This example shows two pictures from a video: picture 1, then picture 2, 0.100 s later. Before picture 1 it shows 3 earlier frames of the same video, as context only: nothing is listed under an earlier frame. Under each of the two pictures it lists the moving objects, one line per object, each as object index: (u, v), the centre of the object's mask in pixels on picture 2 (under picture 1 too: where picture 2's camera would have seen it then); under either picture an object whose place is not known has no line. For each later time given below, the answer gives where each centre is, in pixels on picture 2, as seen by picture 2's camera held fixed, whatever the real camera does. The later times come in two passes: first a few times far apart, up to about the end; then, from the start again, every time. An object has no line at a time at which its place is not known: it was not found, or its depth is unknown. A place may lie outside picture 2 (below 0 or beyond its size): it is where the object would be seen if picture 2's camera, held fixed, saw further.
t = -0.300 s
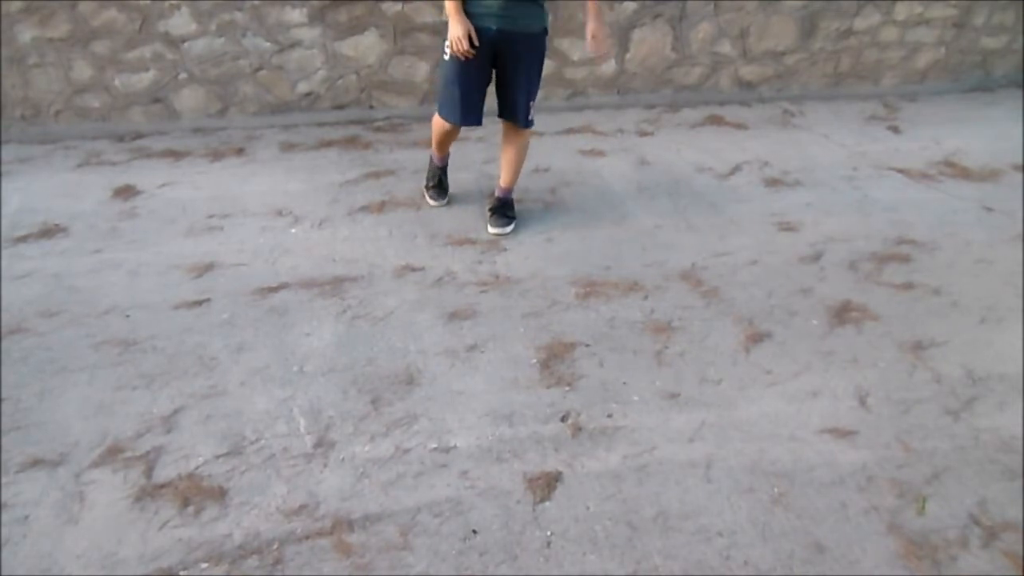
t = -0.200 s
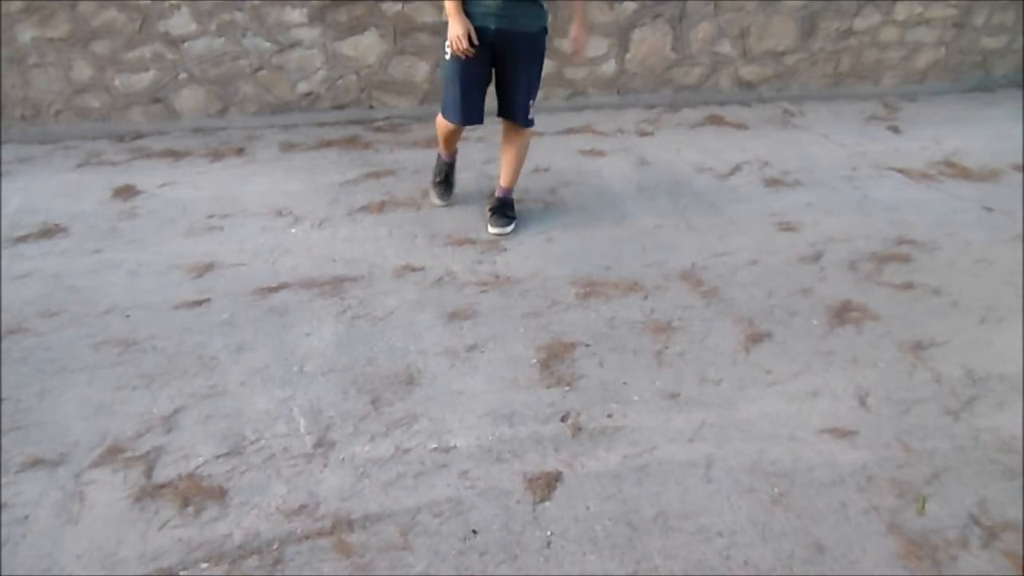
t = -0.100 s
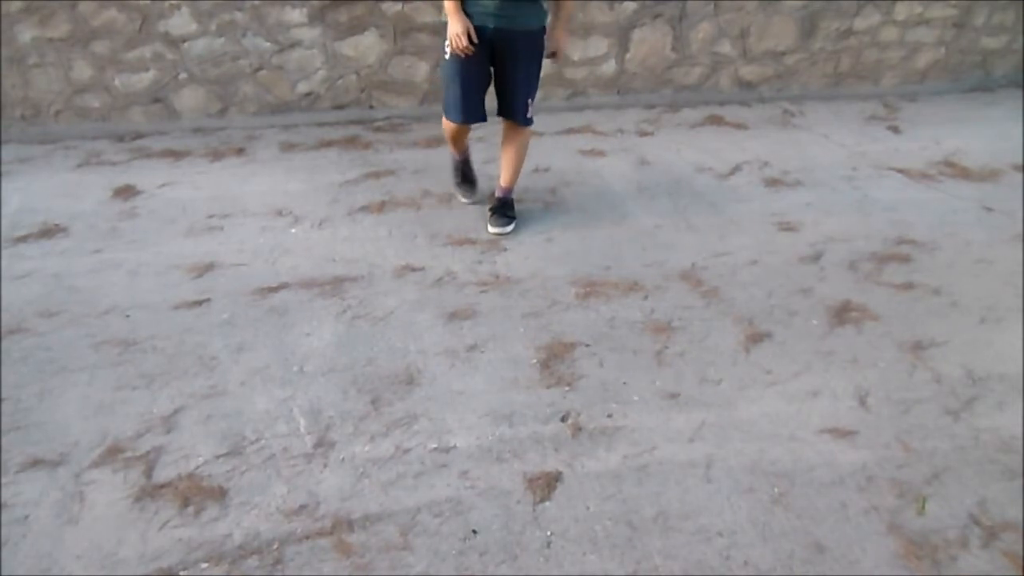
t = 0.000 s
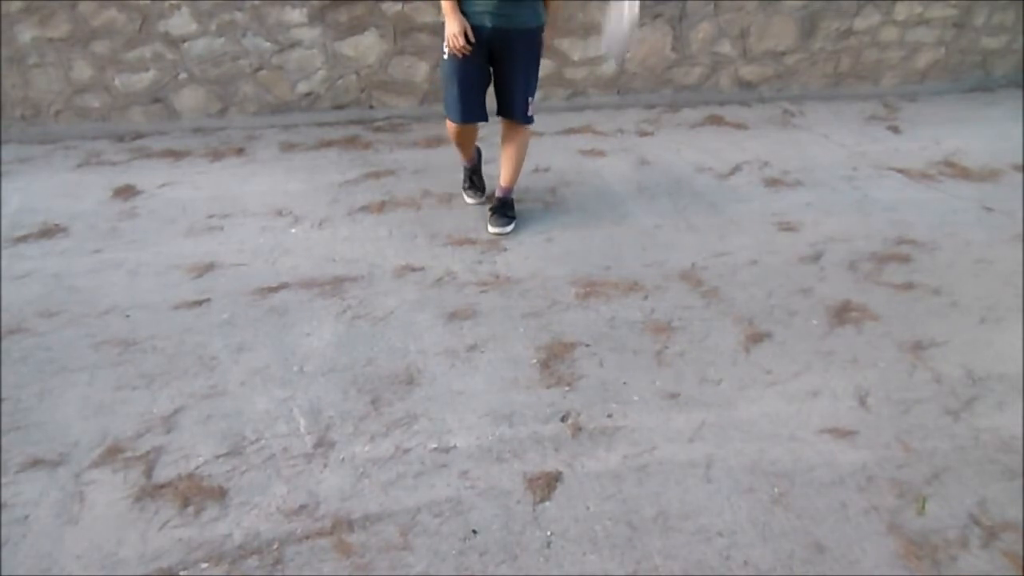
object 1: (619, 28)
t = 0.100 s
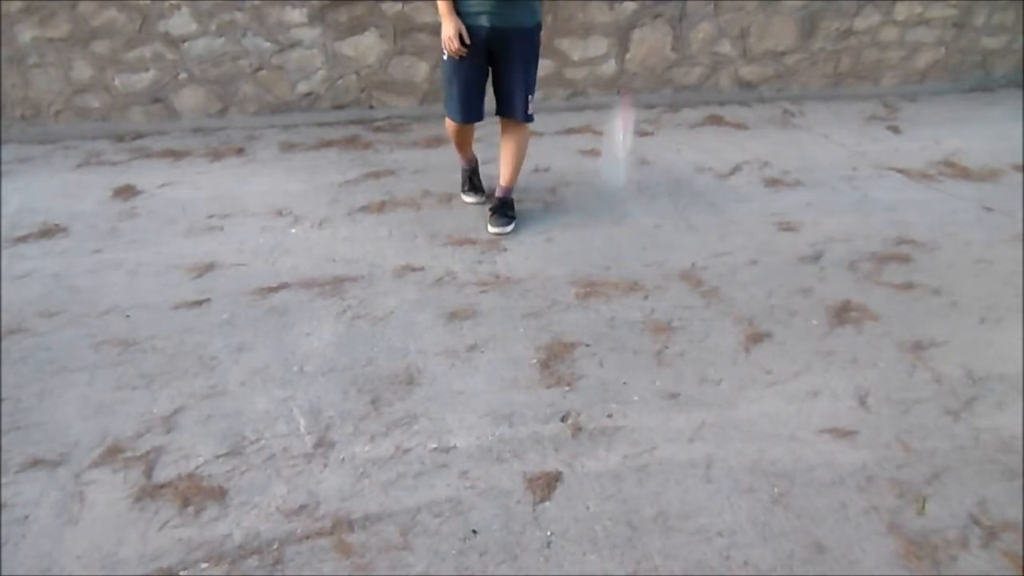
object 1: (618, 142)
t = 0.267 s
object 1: (617, 240)
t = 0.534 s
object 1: (617, 268)
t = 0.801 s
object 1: (606, 274)
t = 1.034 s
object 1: (602, 279)
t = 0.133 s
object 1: (615, 189)
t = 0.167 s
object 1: (614, 229)
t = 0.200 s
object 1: (615, 232)
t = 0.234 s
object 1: (616, 236)
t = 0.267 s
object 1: (617, 240)
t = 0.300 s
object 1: (622, 246)
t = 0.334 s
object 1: (623, 256)
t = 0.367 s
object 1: (622, 261)
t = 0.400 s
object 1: (621, 264)
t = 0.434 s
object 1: (620, 266)
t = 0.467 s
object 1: (619, 267)
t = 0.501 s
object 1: (618, 267)
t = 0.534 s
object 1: (617, 268)
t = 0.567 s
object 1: (615, 269)
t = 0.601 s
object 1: (613, 270)
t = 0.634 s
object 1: (612, 271)
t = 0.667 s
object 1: (611, 273)
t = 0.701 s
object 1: (610, 273)
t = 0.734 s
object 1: (609, 274)
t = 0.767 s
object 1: (608, 274)
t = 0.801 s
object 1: (606, 274)
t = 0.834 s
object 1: (606, 275)
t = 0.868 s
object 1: (606, 276)
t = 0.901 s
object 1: (605, 277)
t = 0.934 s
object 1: (604, 278)
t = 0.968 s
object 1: (603, 278)
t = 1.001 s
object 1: (603, 279)
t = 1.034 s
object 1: (602, 279)
